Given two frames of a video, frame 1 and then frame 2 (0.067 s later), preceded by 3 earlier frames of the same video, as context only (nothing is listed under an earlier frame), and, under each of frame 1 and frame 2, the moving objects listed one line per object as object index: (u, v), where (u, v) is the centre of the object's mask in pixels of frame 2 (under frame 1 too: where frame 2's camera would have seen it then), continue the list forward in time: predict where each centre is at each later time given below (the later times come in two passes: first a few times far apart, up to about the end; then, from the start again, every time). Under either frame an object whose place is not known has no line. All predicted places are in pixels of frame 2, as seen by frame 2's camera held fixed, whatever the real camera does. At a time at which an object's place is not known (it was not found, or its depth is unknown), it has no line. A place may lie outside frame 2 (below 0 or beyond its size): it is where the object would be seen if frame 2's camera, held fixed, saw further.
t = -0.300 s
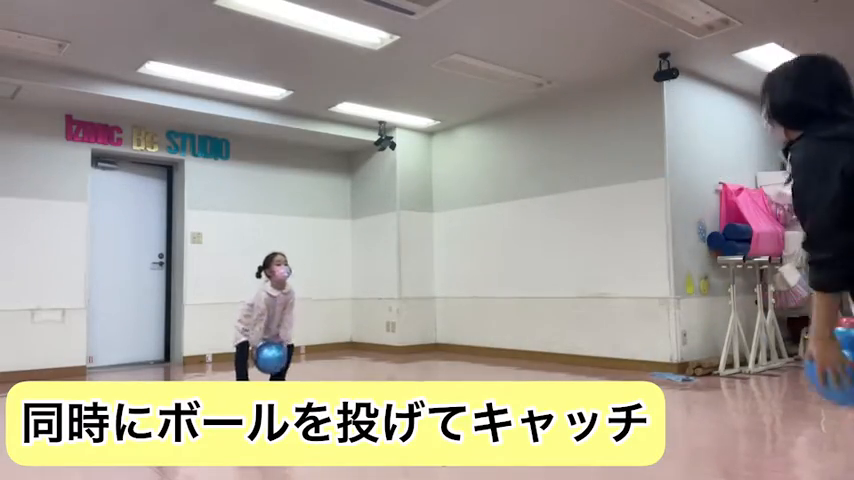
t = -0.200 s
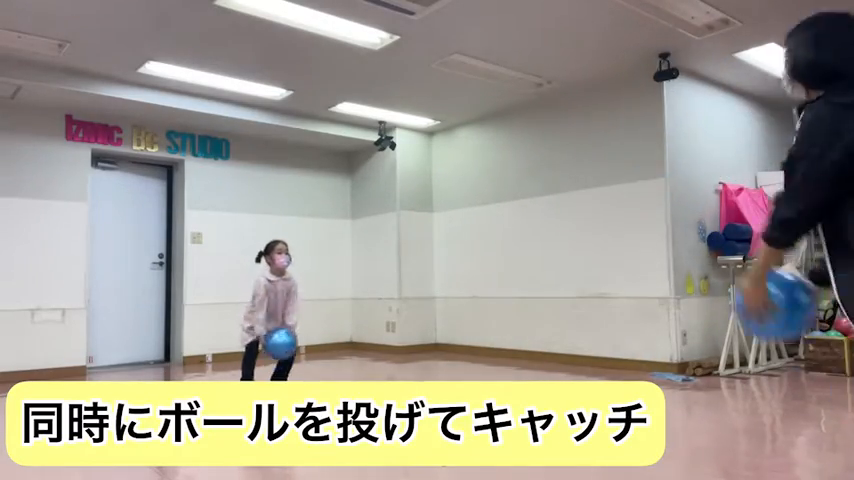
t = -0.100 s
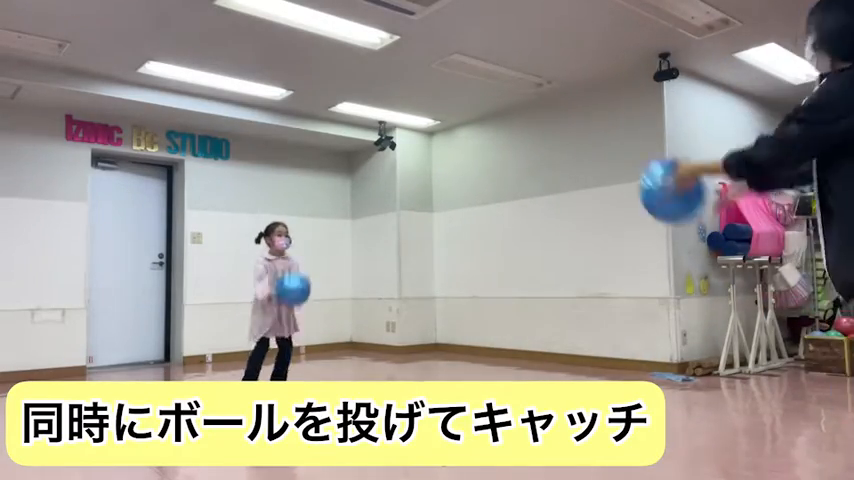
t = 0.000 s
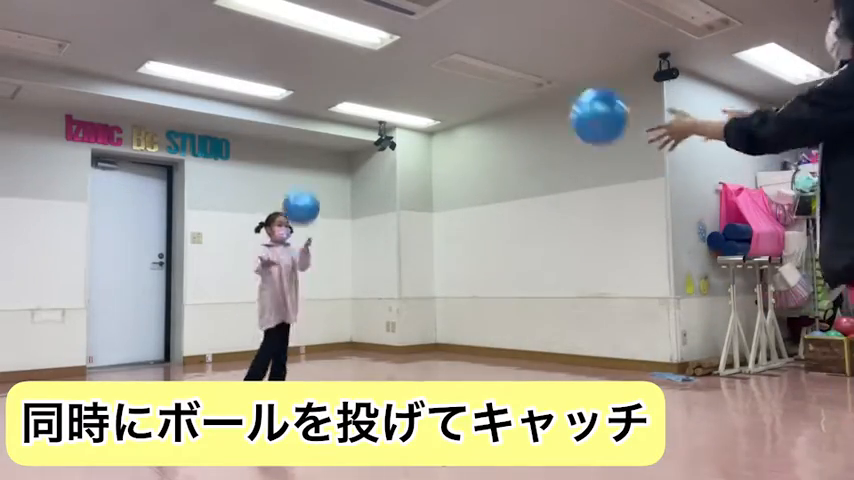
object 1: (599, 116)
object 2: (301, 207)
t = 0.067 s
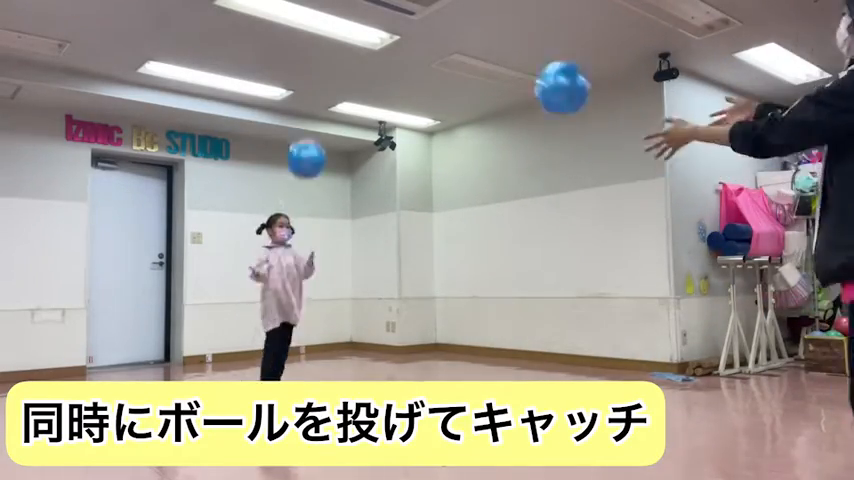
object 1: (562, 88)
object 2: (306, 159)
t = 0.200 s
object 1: (502, 67)
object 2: (319, 80)
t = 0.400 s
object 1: (437, 99)
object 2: (346, 17)
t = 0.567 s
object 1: (397, 166)
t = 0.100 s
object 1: (544, 79)
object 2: (309, 136)
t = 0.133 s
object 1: (530, 72)
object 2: (312, 115)
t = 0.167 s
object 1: (516, 69)
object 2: (316, 97)
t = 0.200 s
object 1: (502, 67)
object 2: (319, 80)
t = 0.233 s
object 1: (489, 68)
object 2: (323, 65)
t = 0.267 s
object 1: (478, 70)
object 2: (327, 53)
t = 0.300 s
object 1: (466, 75)
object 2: (331, 41)
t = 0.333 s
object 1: (456, 81)
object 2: (335, 29)
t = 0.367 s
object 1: (446, 89)
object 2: (341, 21)
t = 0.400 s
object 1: (437, 99)
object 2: (346, 17)
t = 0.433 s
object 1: (428, 109)
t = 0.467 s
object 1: (420, 122)
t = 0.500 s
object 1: (413, 136)
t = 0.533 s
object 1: (405, 150)
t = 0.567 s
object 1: (397, 166)
